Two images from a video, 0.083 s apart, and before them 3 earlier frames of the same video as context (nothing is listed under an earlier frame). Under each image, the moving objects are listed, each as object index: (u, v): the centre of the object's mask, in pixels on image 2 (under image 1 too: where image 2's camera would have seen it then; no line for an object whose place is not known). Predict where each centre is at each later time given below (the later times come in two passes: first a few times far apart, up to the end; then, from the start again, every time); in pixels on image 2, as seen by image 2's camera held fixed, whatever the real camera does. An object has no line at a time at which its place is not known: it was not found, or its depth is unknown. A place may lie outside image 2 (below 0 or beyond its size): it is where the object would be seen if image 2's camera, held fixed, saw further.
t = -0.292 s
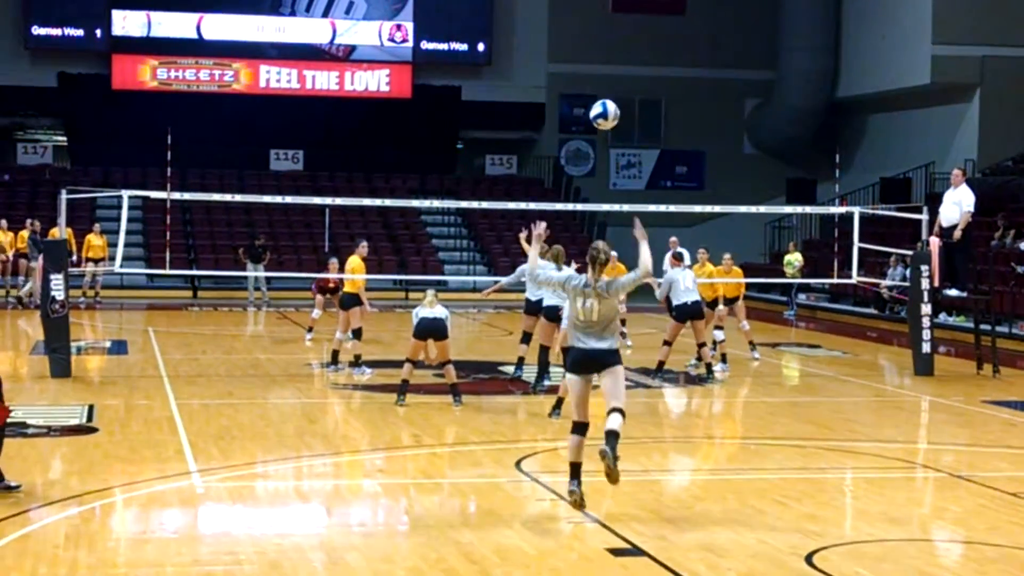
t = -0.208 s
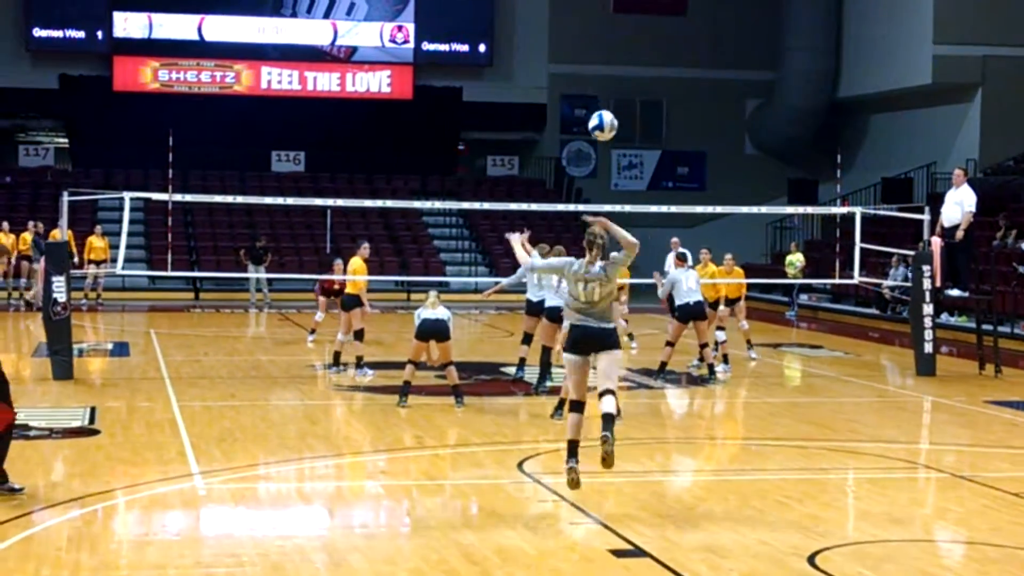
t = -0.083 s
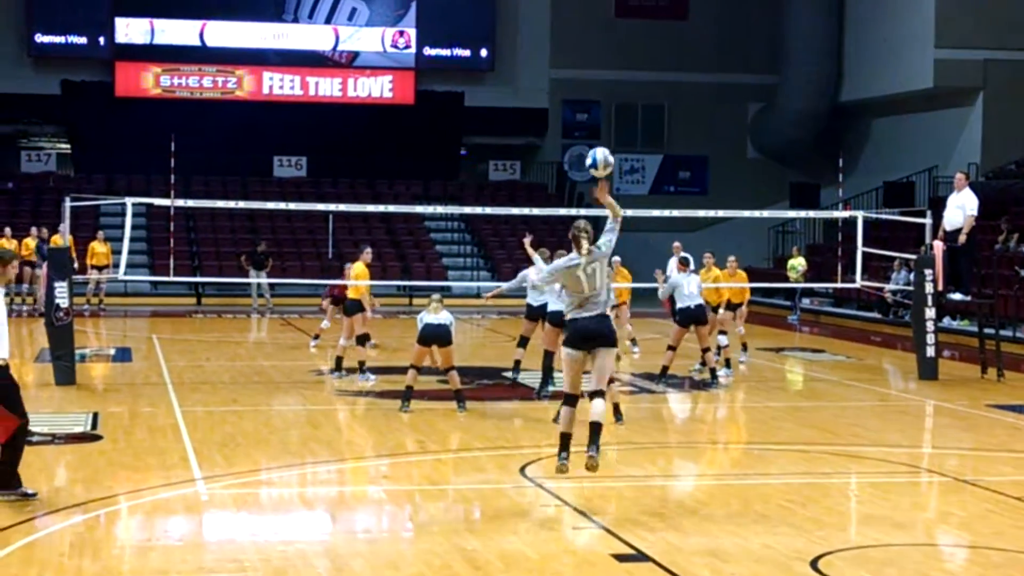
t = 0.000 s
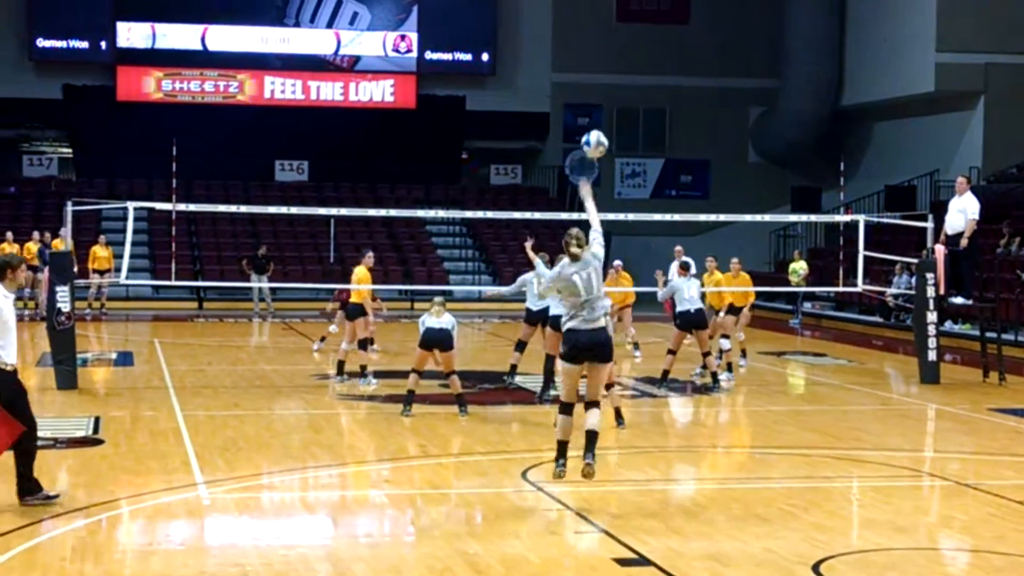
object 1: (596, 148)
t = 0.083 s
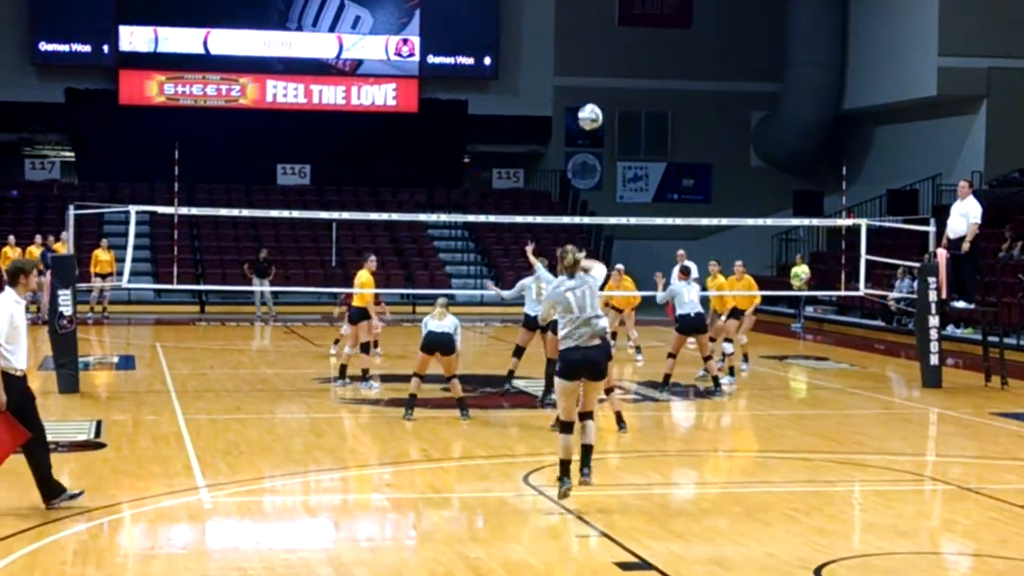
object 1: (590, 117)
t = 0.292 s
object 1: (579, 80)
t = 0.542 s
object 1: (576, 93)
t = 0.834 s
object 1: (576, 164)
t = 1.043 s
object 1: (576, 236)
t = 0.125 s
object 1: (587, 105)
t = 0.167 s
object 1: (585, 96)
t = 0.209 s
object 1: (583, 89)
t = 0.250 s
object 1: (581, 84)
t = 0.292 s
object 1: (579, 80)
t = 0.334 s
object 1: (578, 78)
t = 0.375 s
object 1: (577, 79)
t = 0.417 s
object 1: (576, 80)
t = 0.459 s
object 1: (576, 83)
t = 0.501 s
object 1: (576, 88)
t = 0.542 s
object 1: (576, 93)
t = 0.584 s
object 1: (575, 100)
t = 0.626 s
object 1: (576, 108)
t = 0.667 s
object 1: (576, 117)
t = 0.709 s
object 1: (576, 128)
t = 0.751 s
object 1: (576, 139)
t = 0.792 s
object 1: (576, 151)
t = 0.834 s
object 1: (576, 164)
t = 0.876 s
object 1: (576, 177)
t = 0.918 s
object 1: (577, 191)
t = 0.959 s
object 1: (577, 205)
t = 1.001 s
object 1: (576, 220)
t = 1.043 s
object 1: (576, 236)
